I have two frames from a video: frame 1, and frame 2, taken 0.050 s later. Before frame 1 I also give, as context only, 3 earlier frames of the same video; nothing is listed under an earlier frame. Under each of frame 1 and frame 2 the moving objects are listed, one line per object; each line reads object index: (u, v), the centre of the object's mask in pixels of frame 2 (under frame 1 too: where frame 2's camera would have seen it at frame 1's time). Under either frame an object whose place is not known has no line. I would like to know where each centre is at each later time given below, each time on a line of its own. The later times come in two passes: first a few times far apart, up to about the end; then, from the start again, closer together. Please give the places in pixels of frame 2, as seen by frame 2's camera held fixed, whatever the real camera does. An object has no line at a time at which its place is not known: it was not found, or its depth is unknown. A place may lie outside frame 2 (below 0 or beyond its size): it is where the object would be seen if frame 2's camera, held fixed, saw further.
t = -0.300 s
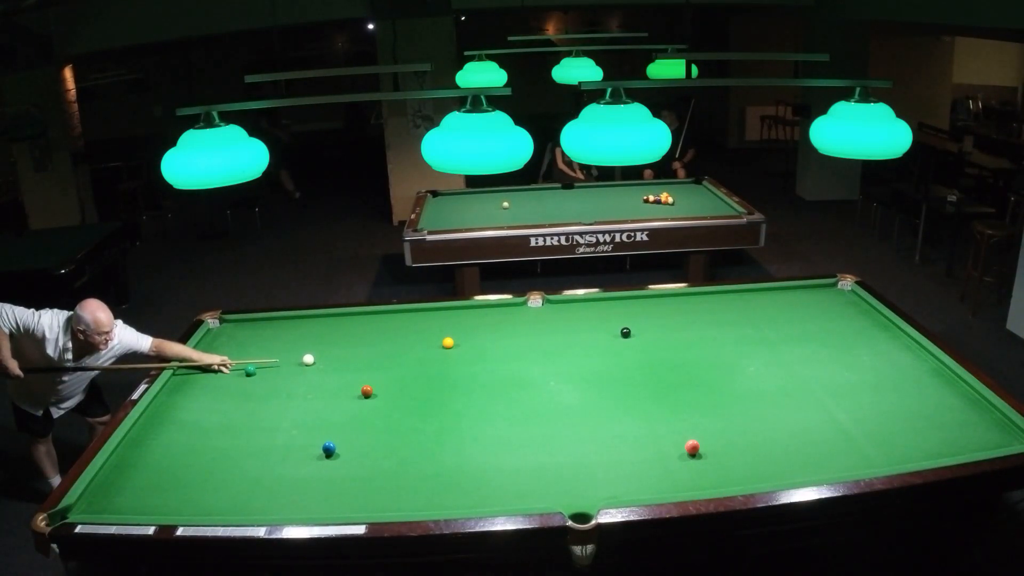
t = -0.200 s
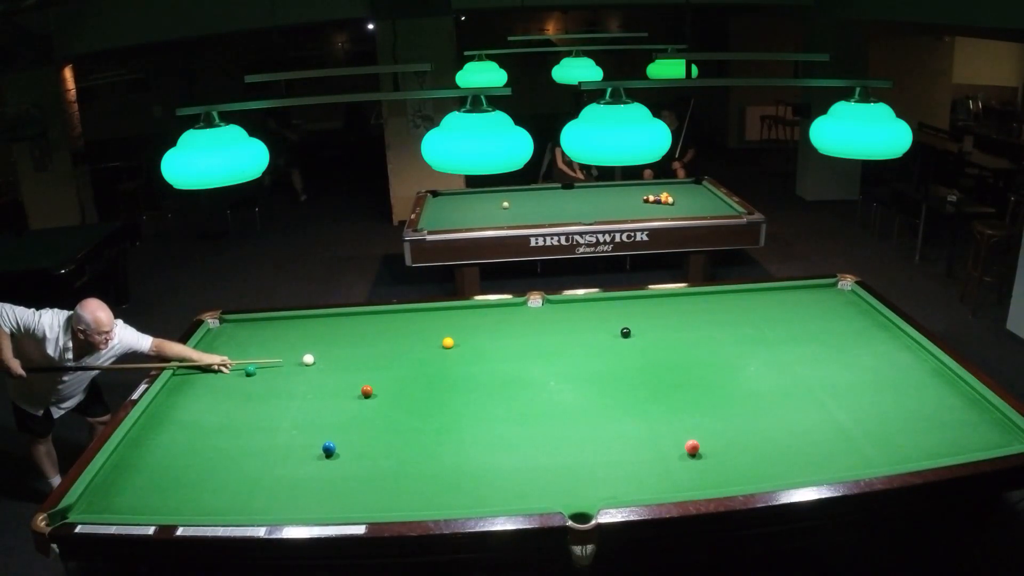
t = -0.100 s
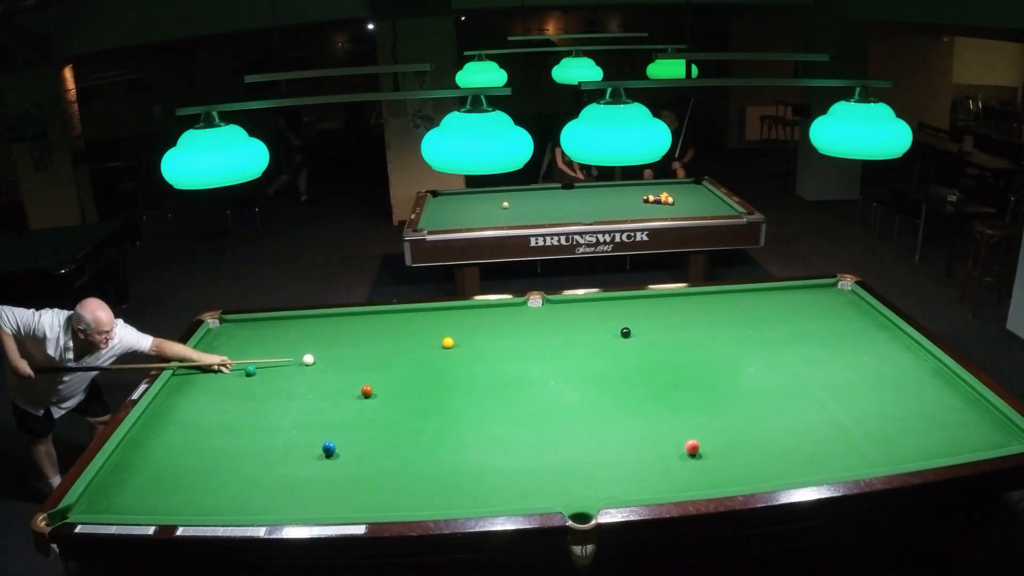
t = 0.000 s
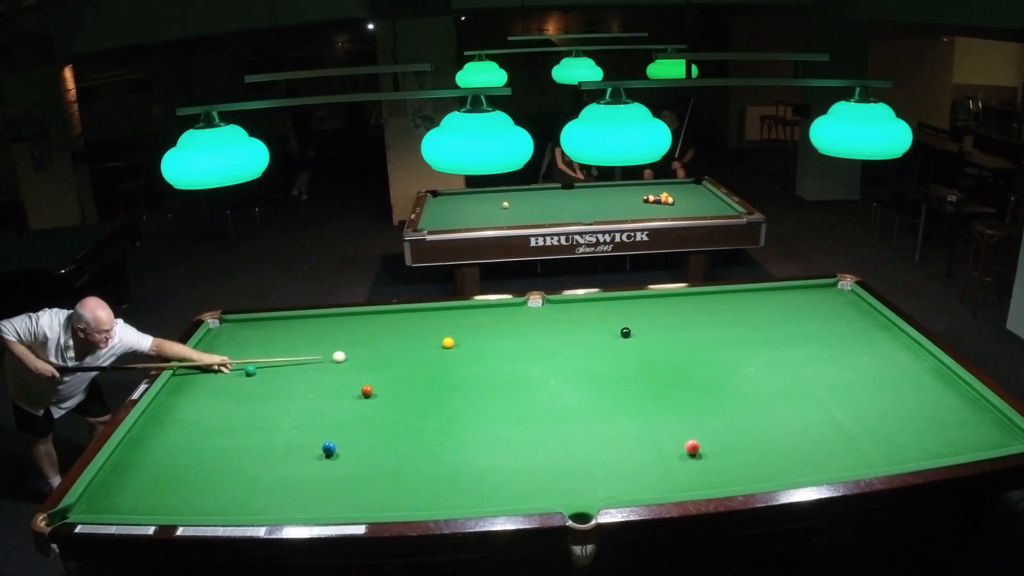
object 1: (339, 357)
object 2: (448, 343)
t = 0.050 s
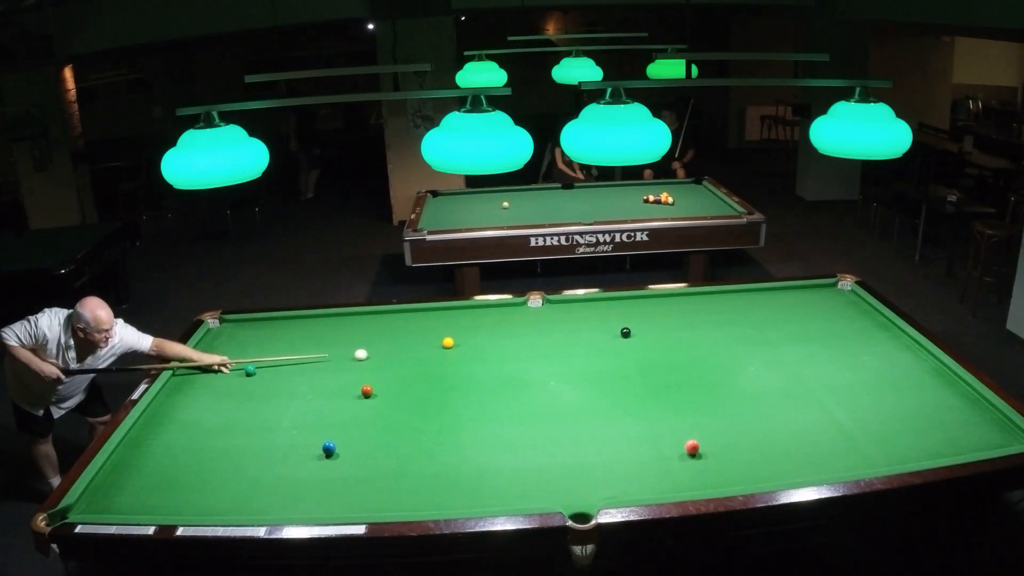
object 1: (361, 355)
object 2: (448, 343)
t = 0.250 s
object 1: (442, 347)
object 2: (450, 342)
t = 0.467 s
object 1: (501, 355)
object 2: (476, 328)
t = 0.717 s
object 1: (574, 364)
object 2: (501, 314)
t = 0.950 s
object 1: (645, 371)
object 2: (523, 305)
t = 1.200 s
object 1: (722, 379)
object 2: (545, 309)
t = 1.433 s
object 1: (795, 387)
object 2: (565, 313)
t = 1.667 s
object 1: (865, 393)
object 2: (585, 316)
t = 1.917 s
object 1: (938, 399)
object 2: (606, 320)
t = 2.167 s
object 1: (977, 407)
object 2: (627, 323)
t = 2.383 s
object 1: (950, 420)
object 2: (644, 327)
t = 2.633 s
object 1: (916, 435)
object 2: (663, 330)
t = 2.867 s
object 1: (882, 450)
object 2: (679, 333)
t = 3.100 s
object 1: (845, 465)
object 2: (695, 336)
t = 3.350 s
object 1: (803, 472)
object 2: (711, 339)
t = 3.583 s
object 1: (763, 473)
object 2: (725, 341)
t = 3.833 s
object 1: (722, 471)
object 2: (739, 344)
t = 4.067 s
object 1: (685, 470)
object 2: (750, 346)
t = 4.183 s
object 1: (667, 469)
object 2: (756, 347)
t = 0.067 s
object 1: (368, 354)
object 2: (448, 343)
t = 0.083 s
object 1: (375, 353)
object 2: (448, 343)
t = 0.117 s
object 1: (389, 352)
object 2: (448, 343)
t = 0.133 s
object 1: (395, 351)
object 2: (448, 343)
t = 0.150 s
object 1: (402, 351)
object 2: (448, 343)
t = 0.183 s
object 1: (416, 349)
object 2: (448, 343)
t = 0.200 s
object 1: (423, 349)
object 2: (448, 343)
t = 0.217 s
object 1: (429, 348)
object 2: (448, 343)
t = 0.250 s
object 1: (442, 347)
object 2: (450, 342)
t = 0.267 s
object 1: (446, 348)
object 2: (452, 340)
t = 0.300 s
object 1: (454, 349)
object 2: (456, 338)
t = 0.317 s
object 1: (458, 350)
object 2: (458, 337)
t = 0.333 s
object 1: (463, 351)
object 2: (461, 336)
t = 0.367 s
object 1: (472, 352)
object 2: (464, 334)
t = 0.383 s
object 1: (477, 353)
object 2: (466, 333)
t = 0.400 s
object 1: (481, 353)
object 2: (468, 332)
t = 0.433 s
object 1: (491, 354)
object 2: (472, 330)
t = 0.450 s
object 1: (496, 355)
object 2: (474, 329)
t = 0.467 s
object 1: (501, 355)
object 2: (476, 328)
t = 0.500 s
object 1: (510, 356)
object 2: (479, 326)
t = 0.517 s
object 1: (515, 357)
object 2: (481, 325)
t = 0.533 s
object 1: (520, 358)
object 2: (483, 324)
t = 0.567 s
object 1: (530, 359)
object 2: (486, 322)
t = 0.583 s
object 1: (535, 359)
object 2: (488, 321)
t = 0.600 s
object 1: (540, 360)
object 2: (490, 320)
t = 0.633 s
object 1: (549, 361)
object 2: (493, 318)
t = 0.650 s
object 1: (554, 362)
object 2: (495, 317)
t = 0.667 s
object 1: (559, 362)
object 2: (496, 316)
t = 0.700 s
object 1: (569, 363)
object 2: (500, 315)
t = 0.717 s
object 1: (574, 364)
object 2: (501, 314)
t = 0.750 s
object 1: (584, 365)
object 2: (504, 312)
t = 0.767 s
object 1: (589, 365)
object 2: (506, 311)
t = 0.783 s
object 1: (594, 366)
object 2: (508, 310)
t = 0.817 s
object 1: (604, 367)
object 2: (511, 309)
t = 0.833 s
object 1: (610, 367)
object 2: (513, 308)
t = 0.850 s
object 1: (615, 368)
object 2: (514, 307)
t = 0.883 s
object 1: (625, 369)
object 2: (517, 305)
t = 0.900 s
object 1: (630, 370)
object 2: (519, 304)
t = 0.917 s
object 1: (635, 370)
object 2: (520, 305)
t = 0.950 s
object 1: (645, 371)
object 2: (523, 305)
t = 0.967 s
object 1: (650, 372)
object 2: (524, 305)
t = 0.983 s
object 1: (655, 373)
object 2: (526, 306)
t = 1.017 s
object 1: (666, 373)
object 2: (529, 306)
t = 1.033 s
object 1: (671, 374)
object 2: (530, 307)
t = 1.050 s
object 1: (676, 375)
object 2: (532, 307)
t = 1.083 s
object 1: (686, 375)
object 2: (535, 308)
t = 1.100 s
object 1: (692, 376)
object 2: (536, 308)
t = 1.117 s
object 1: (697, 376)
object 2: (538, 308)
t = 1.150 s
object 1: (707, 377)
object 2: (541, 309)
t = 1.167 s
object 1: (712, 378)
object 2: (542, 309)
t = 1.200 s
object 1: (722, 379)
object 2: (545, 309)
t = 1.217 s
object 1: (728, 380)
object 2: (547, 309)
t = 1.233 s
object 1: (733, 380)
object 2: (548, 309)
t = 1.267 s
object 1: (743, 381)
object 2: (551, 310)
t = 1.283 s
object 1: (748, 382)
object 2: (552, 311)
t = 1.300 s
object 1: (753, 383)
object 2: (554, 311)
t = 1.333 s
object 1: (764, 383)
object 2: (557, 311)
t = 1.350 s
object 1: (769, 384)
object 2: (558, 311)
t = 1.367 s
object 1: (774, 384)
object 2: (560, 312)
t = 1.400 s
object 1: (784, 385)
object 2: (563, 312)
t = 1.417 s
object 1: (789, 386)
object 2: (564, 313)
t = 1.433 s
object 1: (795, 387)
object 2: (565, 313)
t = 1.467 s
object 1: (805, 387)
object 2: (568, 313)
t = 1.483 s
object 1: (810, 388)
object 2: (570, 314)
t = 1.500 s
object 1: (815, 388)
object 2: (571, 314)
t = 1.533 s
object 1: (825, 389)
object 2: (574, 314)
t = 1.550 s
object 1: (830, 389)
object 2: (576, 315)
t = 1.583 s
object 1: (840, 391)
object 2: (578, 315)
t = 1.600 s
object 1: (845, 391)
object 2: (580, 315)
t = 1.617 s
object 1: (850, 391)
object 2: (581, 315)
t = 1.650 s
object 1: (860, 392)
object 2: (584, 316)
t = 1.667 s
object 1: (865, 393)
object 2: (585, 316)
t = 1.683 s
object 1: (870, 393)
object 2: (587, 317)
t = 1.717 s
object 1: (880, 394)
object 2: (590, 317)
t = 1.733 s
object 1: (885, 394)
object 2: (591, 317)
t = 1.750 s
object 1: (890, 395)
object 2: (593, 318)
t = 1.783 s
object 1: (900, 396)
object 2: (595, 318)
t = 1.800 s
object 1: (905, 396)
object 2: (597, 318)
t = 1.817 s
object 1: (909, 397)
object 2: (598, 319)
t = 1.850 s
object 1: (919, 398)
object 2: (601, 319)
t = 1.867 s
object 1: (924, 398)
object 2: (602, 319)
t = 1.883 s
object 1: (929, 398)
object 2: (604, 319)
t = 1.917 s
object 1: (938, 399)
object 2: (606, 320)
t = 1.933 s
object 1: (943, 399)
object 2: (608, 320)
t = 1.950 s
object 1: (947, 400)
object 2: (609, 321)
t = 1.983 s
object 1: (957, 401)
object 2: (612, 321)
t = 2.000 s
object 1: (961, 401)
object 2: (613, 321)
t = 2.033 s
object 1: (971, 402)
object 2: (616, 322)
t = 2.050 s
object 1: (975, 402)
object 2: (617, 322)
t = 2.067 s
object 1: (980, 403)
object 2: (618, 322)
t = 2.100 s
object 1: (986, 404)
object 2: (621, 323)
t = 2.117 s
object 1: (984, 404)
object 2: (623, 323)
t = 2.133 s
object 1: (981, 405)
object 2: (624, 323)
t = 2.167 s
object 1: (977, 407)
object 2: (627, 323)
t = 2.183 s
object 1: (975, 408)
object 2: (628, 323)
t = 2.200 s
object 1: (973, 409)
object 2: (629, 324)
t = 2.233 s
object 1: (969, 411)
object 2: (632, 324)
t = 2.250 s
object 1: (967, 412)
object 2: (633, 325)
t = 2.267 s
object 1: (965, 413)
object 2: (635, 325)
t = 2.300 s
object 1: (960, 415)
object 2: (637, 325)
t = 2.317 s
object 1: (958, 416)
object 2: (638, 326)
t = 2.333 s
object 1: (956, 417)
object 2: (640, 326)
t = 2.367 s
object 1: (952, 419)
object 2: (642, 326)
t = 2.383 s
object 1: (950, 420)
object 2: (644, 327)
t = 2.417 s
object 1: (945, 422)
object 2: (646, 327)
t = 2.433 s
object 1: (943, 423)
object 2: (648, 327)
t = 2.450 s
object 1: (941, 424)
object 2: (649, 328)
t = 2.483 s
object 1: (936, 426)
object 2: (651, 328)
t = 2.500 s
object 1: (934, 427)
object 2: (653, 328)
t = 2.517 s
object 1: (932, 428)
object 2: (654, 329)
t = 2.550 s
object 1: (927, 430)
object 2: (656, 329)
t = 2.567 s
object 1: (925, 431)
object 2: (658, 329)
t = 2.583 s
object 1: (922, 432)
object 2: (659, 329)
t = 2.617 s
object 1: (918, 434)
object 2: (661, 330)
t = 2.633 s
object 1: (916, 435)
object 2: (663, 330)
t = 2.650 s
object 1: (913, 436)
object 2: (664, 330)
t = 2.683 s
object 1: (909, 439)
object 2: (666, 331)
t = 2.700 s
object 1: (906, 440)
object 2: (667, 331)
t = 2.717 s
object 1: (904, 441)
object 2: (669, 331)
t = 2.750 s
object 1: (899, 443)
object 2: (671, 332)
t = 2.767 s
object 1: (896, 444)
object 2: (672, 332)
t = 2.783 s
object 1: (894, 445)
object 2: (673, 332)
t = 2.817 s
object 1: (889, 447)
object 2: (676, 332)
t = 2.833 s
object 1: (887, 448)
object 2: (677, 333)
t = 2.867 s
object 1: (882, 450)
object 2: (679, 333)
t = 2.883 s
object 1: (879, 451)
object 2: (681, 333)
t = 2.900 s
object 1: (877, 452)
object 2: (682, 334)
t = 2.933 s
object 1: (872, 455)
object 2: (684, 334)
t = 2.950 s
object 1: (869, 456)
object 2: (685, 334)
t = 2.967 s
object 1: (867, 457)
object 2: (686, 334)
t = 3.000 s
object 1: (861, 459)
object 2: (689, 335)
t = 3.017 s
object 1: (859, 461)
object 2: (690, 335)
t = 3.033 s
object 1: (856, 461)
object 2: (691, 335)
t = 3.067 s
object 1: (851, 464)
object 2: (693, 335)
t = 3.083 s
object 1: (848, 465)
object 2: (694, 336)
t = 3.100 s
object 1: (845, 465)
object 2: (695, 336)
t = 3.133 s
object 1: (840, 467)
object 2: (697, 336)
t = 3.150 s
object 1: (837, 468)
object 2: (698, 337)
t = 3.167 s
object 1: (834, 469)
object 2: (699, 337)
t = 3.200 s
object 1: (829, 470)
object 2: (702, 337)
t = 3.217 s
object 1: (826, 471)
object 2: (703, 337)
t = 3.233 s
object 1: (823, 472)
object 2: (704, 338)
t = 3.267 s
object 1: (818, 472)
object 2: (706, 338)
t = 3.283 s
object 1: (815, 472)
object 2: (707, 338)
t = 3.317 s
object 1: (809, 472)
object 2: (709, 338)
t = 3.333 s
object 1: (806, 472)
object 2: (710, 339)
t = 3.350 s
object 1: (803, 472)
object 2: (711, 339)
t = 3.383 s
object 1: (797, 472)
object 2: (713, 339)
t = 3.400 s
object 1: (794, 472)
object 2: (714, 339)
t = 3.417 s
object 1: (791, 472)
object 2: (715, 340)
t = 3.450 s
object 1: (786, 472)
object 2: (717, 340)
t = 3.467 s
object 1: (783, 472)
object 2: (718, 340)
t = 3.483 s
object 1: (780, 472)
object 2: (719, 340)
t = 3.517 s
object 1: (775, 473)
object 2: (721, 341)
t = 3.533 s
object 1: (772, 473)
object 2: (722, 341)
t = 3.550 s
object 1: (769, 473)
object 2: (723, 341)
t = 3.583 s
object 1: (763, 473)
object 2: (725, 341)
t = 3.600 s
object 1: (761, 473)
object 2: (726, 341)
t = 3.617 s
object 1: (758, 473)
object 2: (727, 342)
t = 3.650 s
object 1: (753, 473)
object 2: (729, 342)
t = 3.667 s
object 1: (750, 473)
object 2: (730, 342)
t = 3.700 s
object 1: (745, 472)
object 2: (732, 343)
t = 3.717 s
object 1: (742, 472)
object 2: (733, 343)
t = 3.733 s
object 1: (739, 472)
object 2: (734, 343)
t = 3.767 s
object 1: (733, 472)
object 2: (735, 343)
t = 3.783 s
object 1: (731, 472)
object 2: (736, 343)
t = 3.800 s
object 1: (728, 472)
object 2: (737, 344)
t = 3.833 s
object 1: (722, 471)
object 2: (739, 344)
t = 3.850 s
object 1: (720, 471)
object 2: (740, 344)
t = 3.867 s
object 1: (717, 471)
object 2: (741, 344)
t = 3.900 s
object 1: (712, 471)
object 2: (742, 345)
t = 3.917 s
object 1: (709, 471)
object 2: (743, 345)
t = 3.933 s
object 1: (706, 471)
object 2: (744, 345)
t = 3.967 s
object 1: (701, 471)
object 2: (746, 345)
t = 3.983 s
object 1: (698, 471)
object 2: (747, 345)
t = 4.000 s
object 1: (696, 471)
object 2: (747, 346)
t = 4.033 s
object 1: (690, 471)
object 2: (749, 346)
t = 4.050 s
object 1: (688, 470)
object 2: (750, 346)
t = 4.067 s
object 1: (685, 470)
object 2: (750, 346)
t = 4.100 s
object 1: (680, 469)
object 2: (752, 347)
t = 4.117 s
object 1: (677, 469)
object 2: (753, 347)
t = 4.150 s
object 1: (672, 469)
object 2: (755, 347)
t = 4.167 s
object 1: (670, 469)
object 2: (755, 347)
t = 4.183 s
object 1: (667, 469)
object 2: (756, 347)
